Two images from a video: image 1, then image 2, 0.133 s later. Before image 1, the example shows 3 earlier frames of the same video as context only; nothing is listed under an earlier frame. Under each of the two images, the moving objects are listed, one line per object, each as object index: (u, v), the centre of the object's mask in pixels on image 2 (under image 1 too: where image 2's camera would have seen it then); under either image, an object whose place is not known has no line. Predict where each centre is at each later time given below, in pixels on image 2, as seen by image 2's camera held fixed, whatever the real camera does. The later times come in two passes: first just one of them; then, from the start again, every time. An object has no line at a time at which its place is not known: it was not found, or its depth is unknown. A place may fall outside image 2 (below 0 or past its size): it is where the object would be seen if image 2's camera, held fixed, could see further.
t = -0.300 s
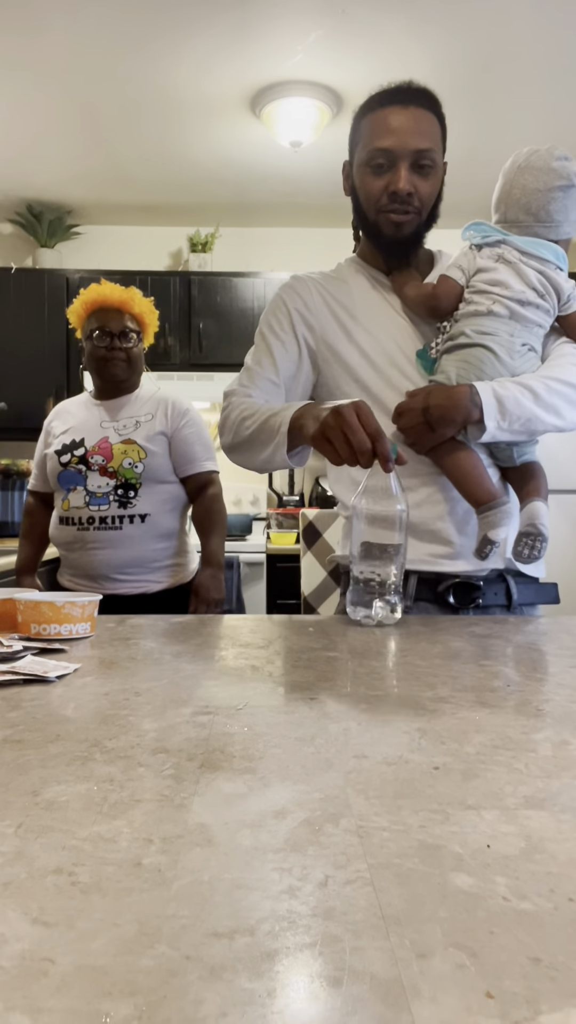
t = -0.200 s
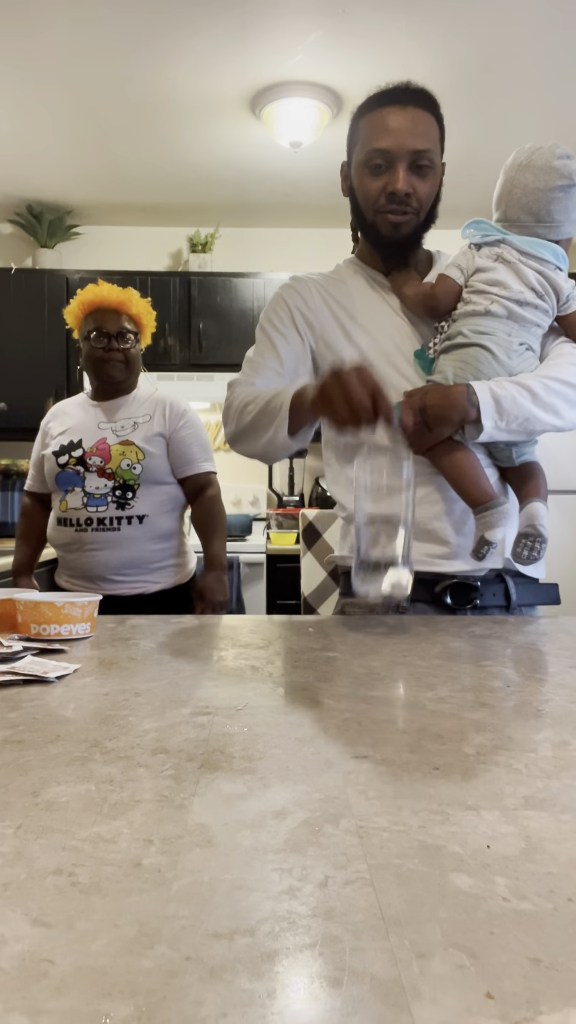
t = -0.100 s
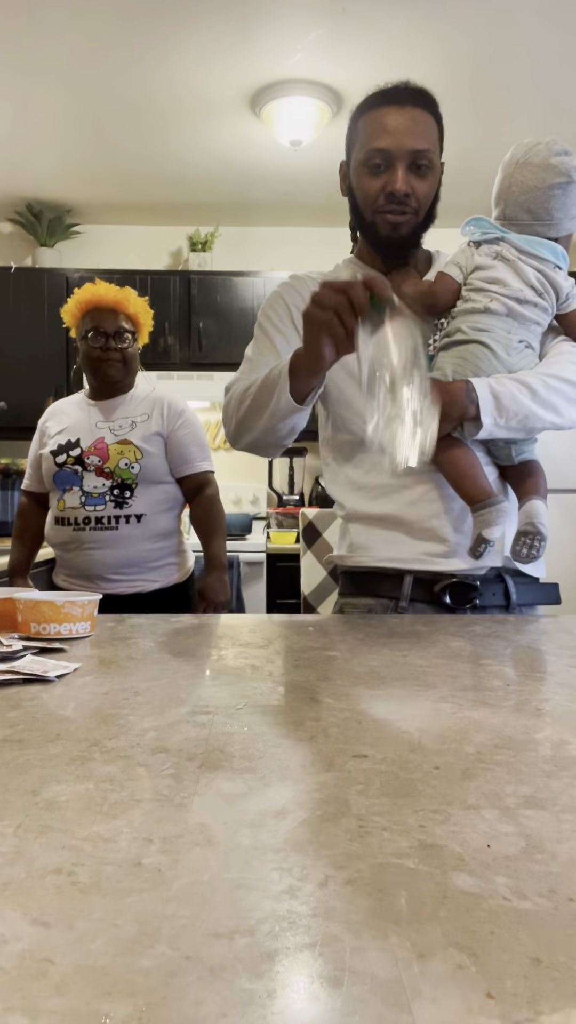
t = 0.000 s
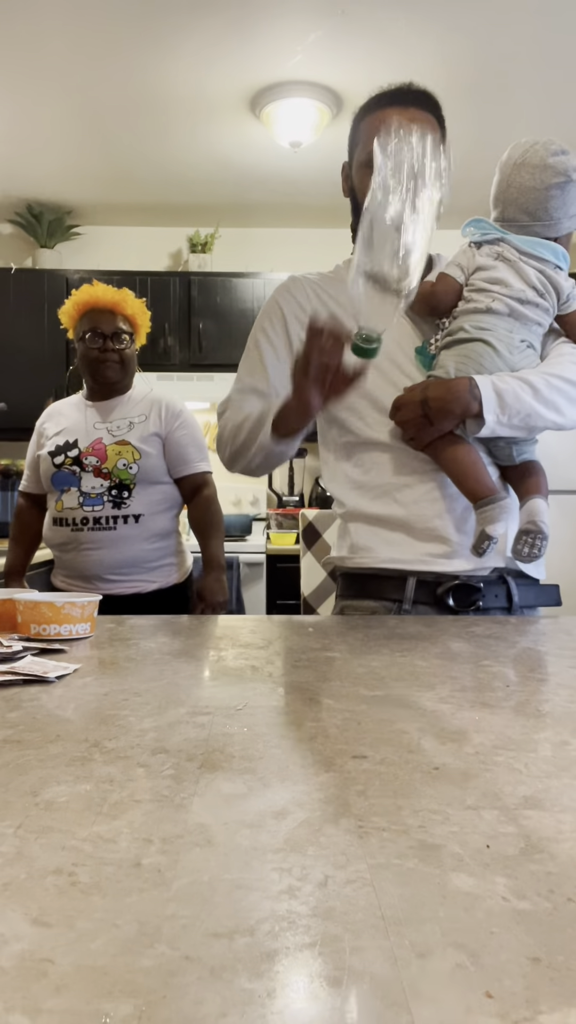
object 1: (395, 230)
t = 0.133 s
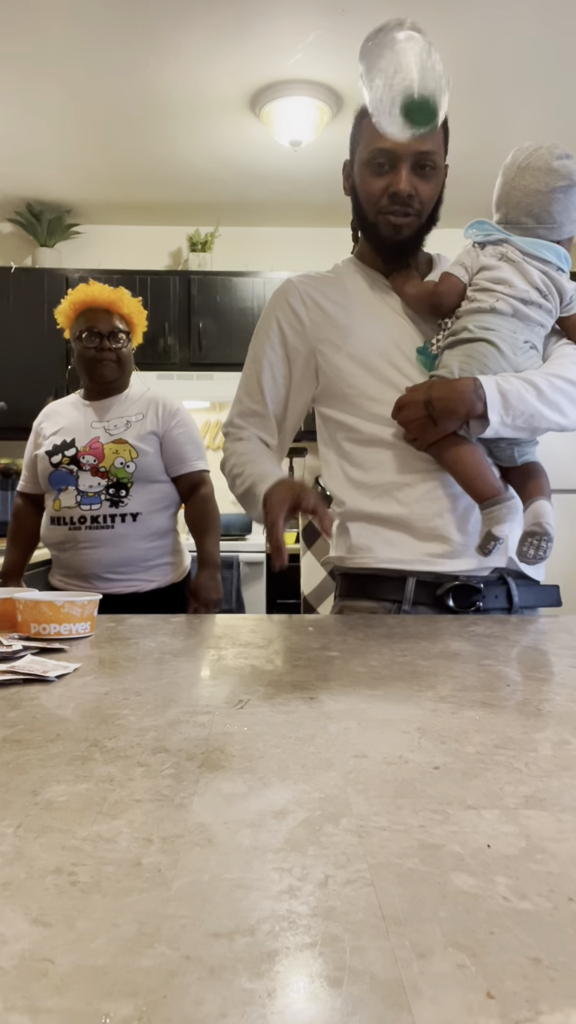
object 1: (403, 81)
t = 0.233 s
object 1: (401, 104)
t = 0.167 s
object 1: (403, 77)
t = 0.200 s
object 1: (402, 85)
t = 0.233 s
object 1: (401, 104)
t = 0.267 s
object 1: (400, 138)
